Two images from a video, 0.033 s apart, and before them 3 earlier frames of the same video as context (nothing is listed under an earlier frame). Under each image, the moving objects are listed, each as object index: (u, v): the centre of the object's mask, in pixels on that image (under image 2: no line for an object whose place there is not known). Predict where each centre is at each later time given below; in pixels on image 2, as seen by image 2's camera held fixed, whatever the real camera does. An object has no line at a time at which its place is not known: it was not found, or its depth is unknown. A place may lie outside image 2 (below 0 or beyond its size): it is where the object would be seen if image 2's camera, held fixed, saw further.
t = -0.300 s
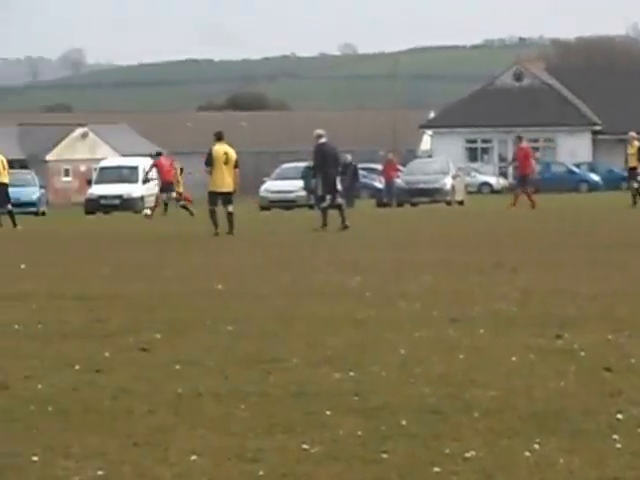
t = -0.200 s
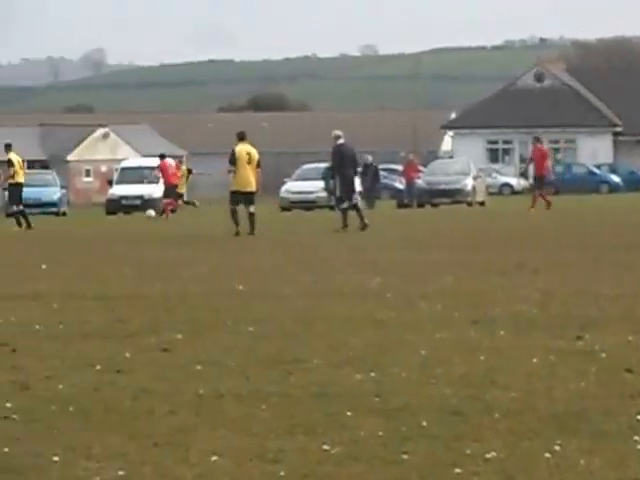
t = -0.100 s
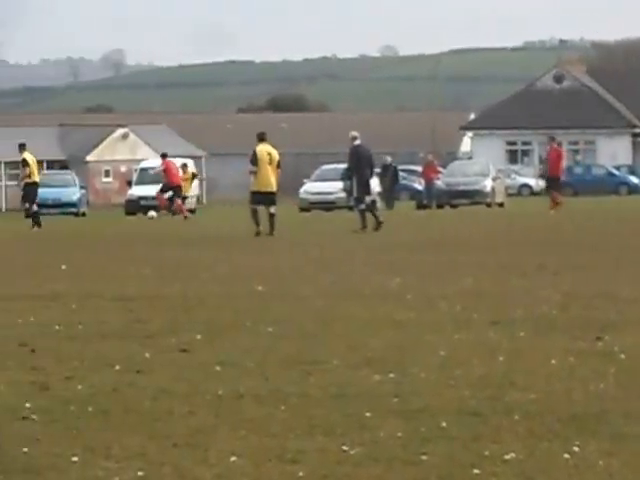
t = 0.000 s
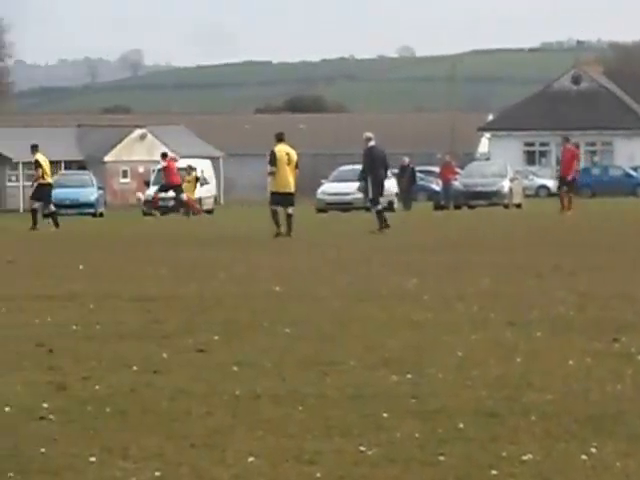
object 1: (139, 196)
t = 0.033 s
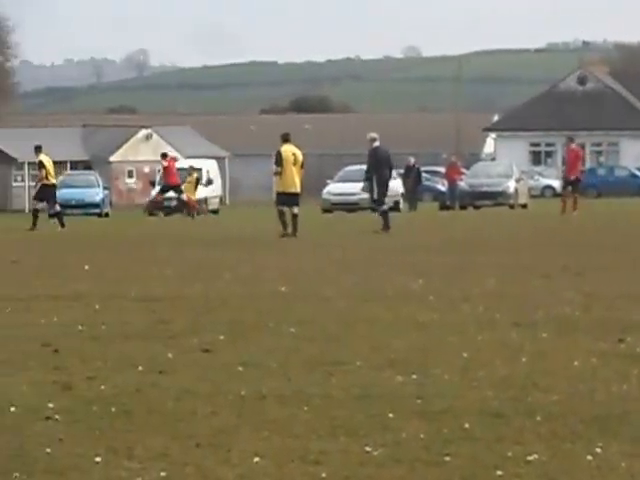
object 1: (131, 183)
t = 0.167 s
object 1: (73, 142)
